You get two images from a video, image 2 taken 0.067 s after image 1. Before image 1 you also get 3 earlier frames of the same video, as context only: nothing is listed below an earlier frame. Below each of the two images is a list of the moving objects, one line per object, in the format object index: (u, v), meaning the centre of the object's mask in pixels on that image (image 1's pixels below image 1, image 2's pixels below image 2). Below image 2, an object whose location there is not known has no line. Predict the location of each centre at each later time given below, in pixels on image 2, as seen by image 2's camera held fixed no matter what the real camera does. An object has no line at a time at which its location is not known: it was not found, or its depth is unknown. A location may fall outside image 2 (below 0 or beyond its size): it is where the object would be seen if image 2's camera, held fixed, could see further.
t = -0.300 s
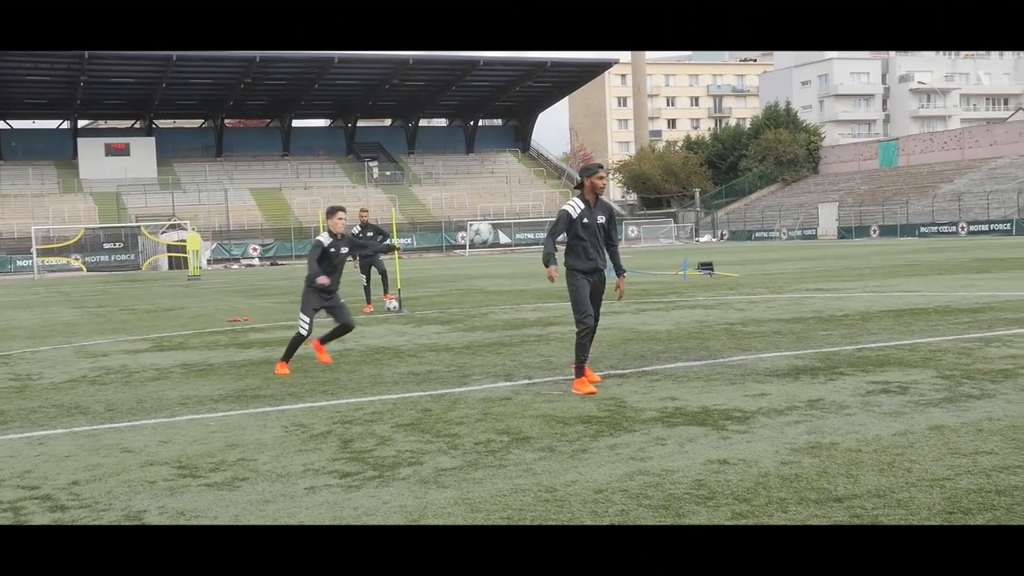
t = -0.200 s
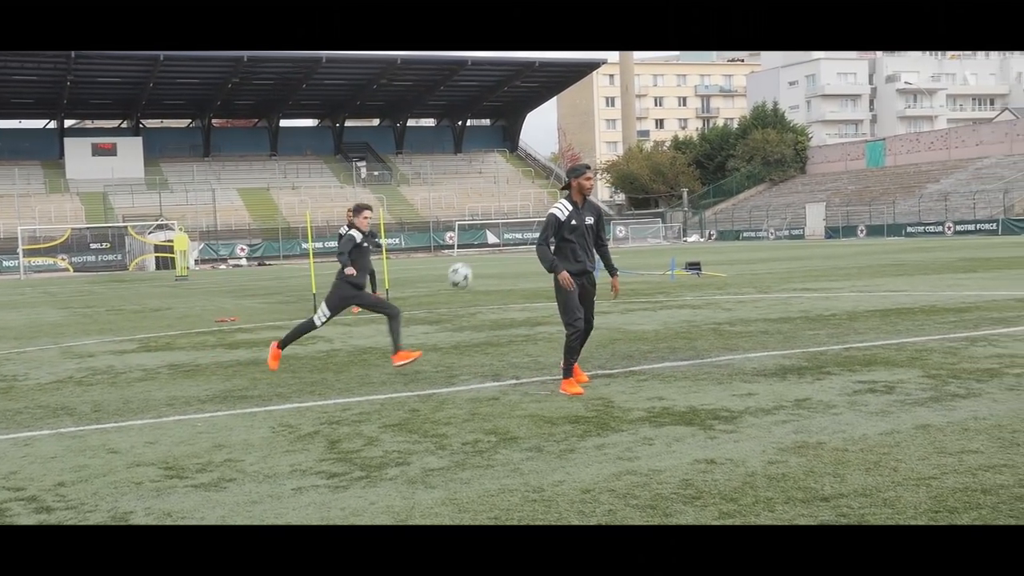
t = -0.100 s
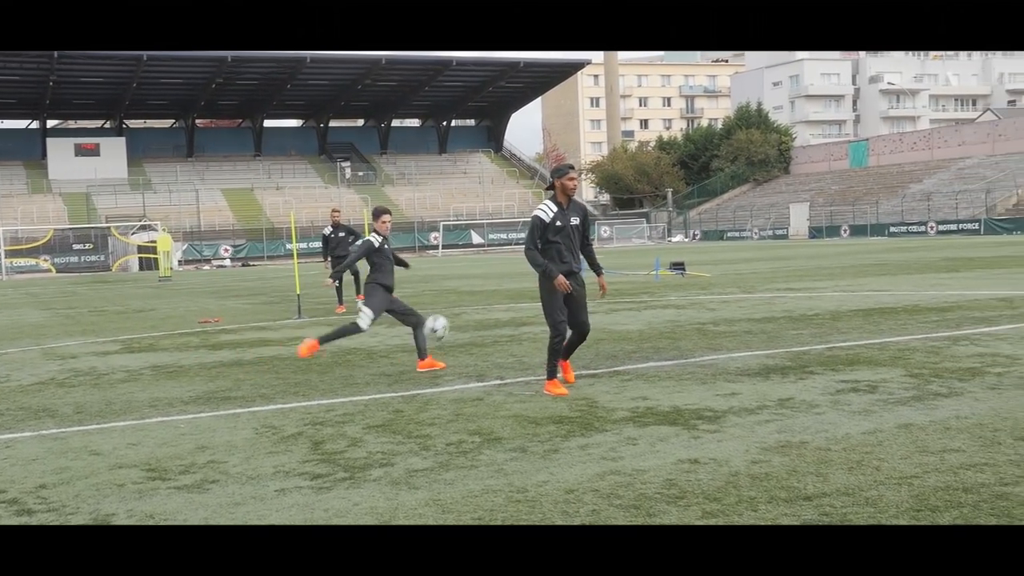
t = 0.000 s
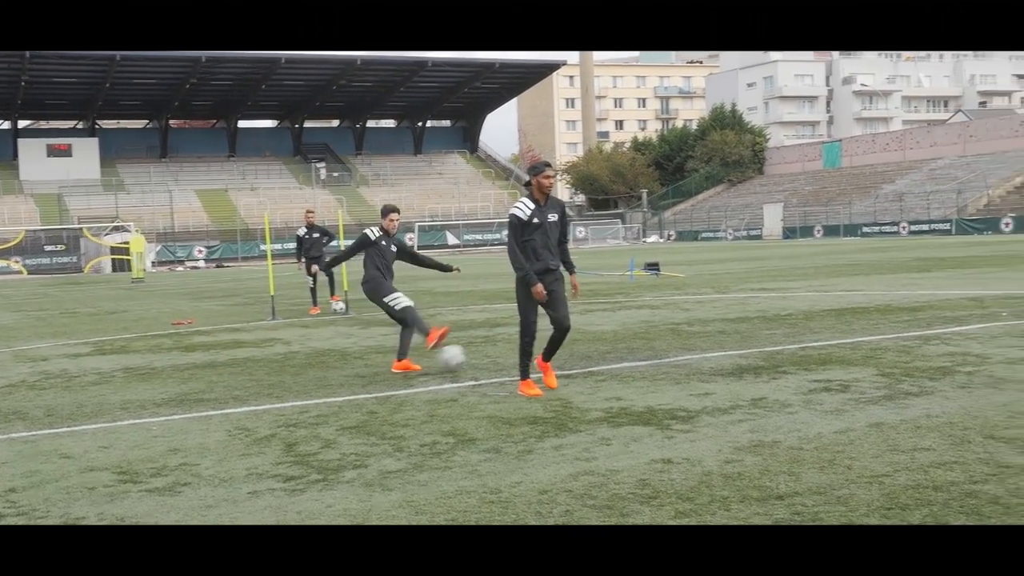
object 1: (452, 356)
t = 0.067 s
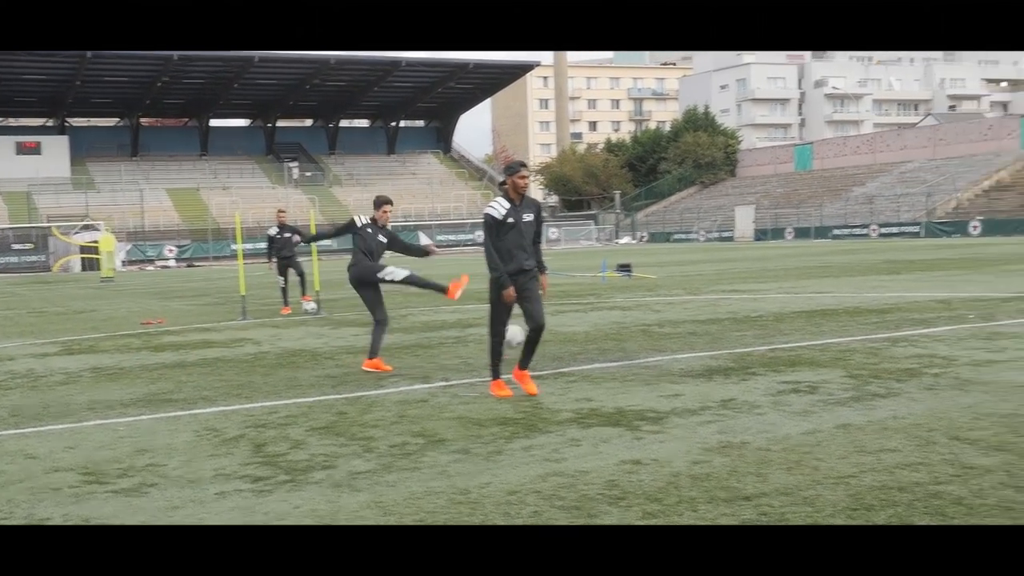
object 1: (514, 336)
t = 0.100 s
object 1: (554, 328)
